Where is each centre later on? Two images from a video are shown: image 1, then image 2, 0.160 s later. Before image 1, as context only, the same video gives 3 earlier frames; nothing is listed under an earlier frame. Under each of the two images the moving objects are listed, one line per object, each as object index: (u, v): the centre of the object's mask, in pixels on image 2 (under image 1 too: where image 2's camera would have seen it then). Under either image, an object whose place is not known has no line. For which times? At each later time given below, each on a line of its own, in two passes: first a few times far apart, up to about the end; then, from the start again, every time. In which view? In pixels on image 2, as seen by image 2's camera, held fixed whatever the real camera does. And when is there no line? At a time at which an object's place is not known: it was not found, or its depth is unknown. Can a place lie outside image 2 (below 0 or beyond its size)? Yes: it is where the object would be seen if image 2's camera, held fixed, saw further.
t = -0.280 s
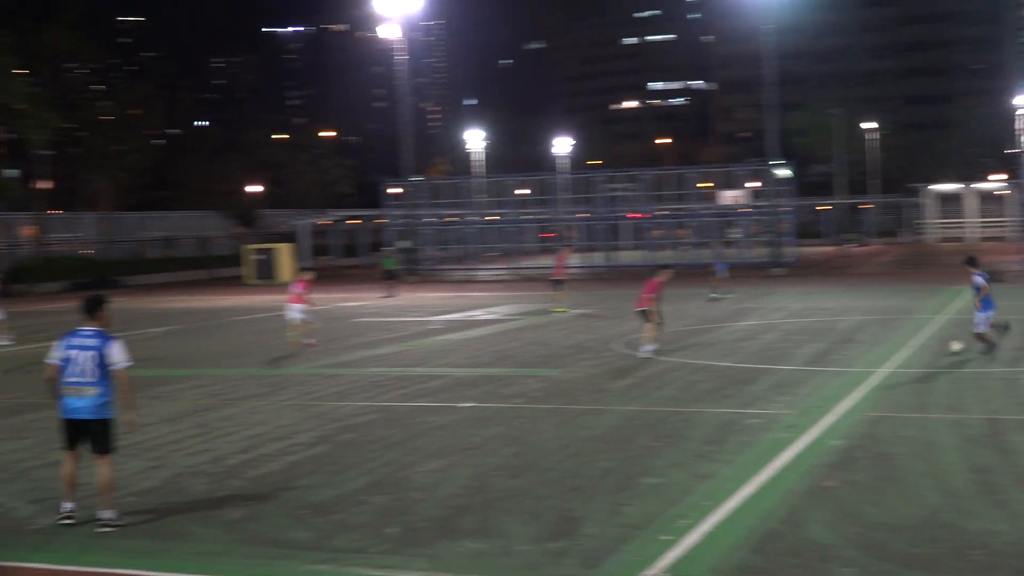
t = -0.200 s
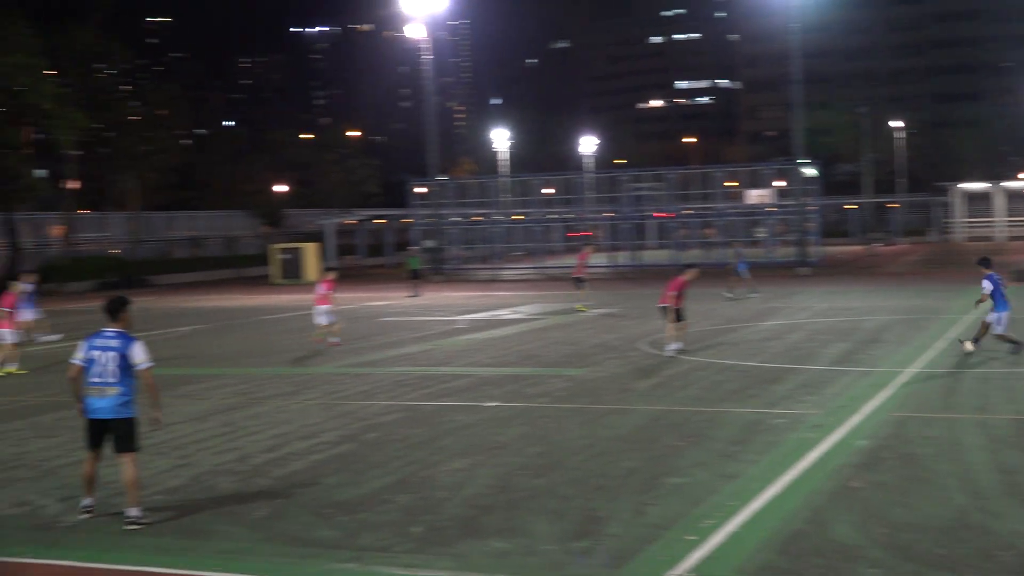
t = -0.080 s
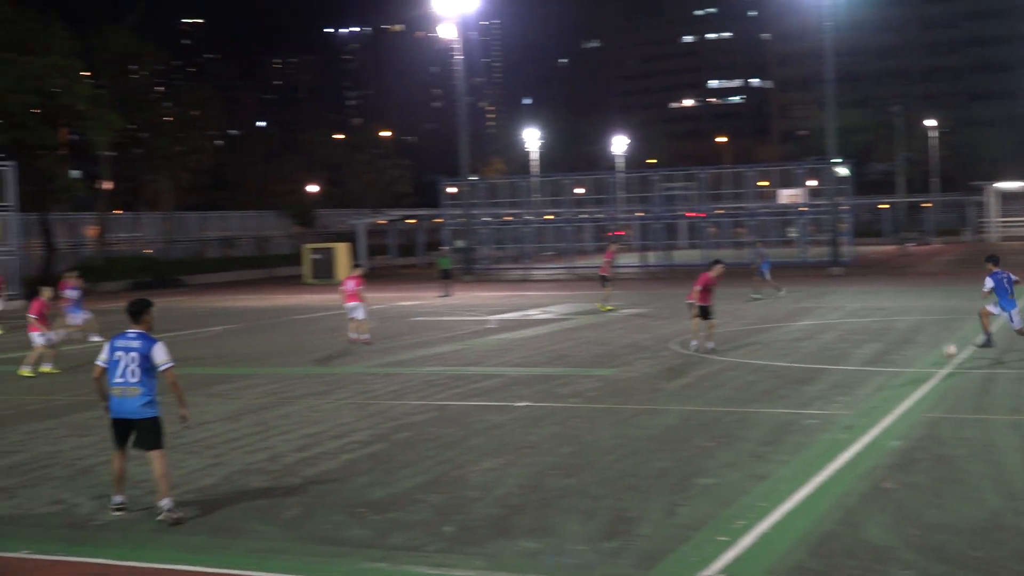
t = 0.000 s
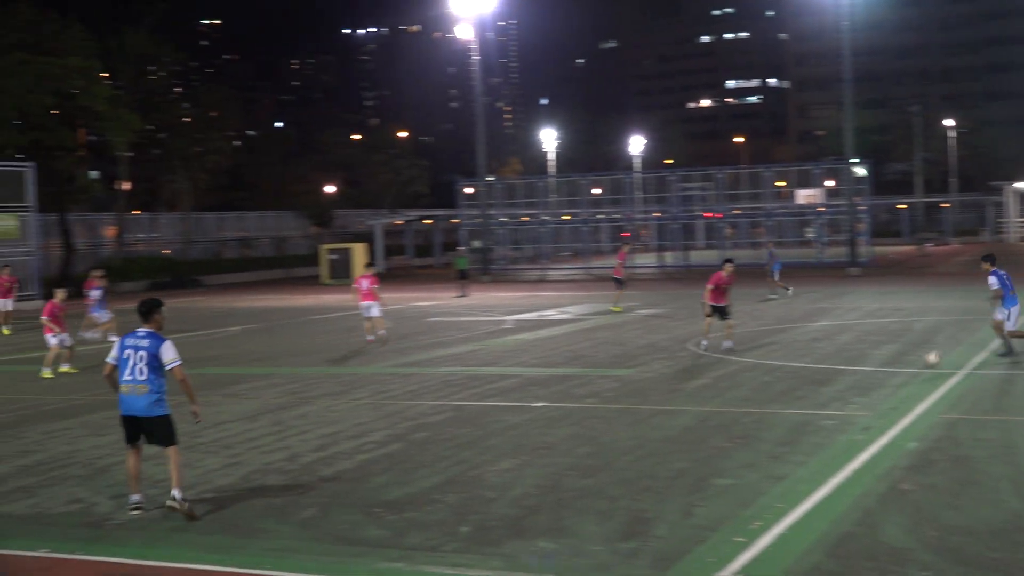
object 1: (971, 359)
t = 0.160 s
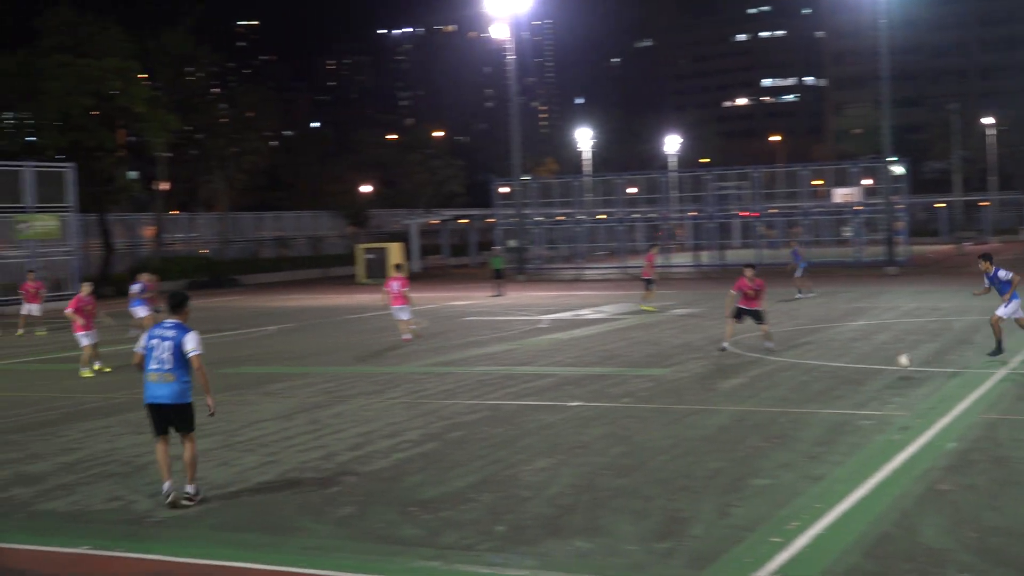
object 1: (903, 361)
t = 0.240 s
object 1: (869, 370)
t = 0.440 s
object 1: (790, 376)
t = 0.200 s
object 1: (886, 365)
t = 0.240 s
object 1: (869, 370)
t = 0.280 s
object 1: (853, 372)
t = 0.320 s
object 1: (837, 371)
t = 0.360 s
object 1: (822, 371)
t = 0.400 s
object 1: (806, 373)
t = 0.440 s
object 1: (790, 376)
